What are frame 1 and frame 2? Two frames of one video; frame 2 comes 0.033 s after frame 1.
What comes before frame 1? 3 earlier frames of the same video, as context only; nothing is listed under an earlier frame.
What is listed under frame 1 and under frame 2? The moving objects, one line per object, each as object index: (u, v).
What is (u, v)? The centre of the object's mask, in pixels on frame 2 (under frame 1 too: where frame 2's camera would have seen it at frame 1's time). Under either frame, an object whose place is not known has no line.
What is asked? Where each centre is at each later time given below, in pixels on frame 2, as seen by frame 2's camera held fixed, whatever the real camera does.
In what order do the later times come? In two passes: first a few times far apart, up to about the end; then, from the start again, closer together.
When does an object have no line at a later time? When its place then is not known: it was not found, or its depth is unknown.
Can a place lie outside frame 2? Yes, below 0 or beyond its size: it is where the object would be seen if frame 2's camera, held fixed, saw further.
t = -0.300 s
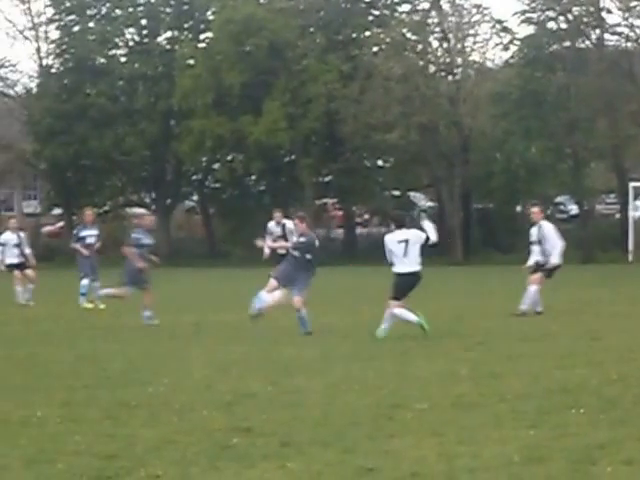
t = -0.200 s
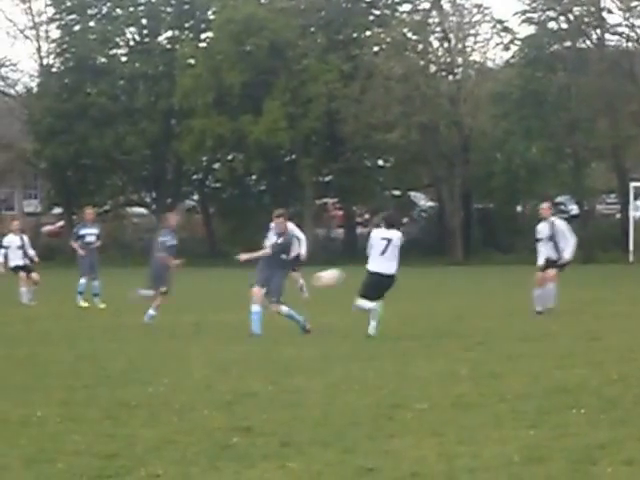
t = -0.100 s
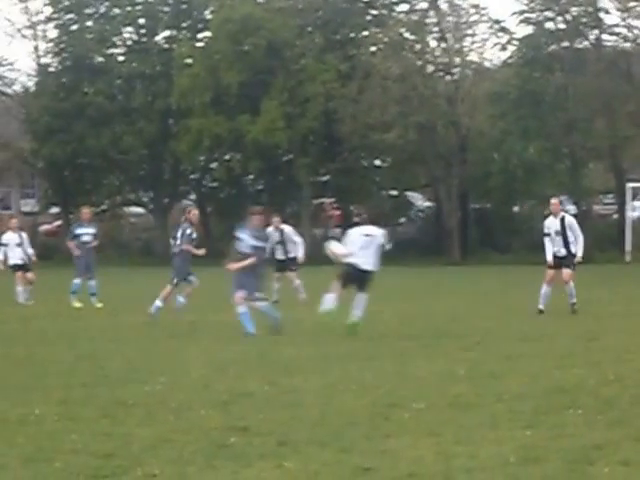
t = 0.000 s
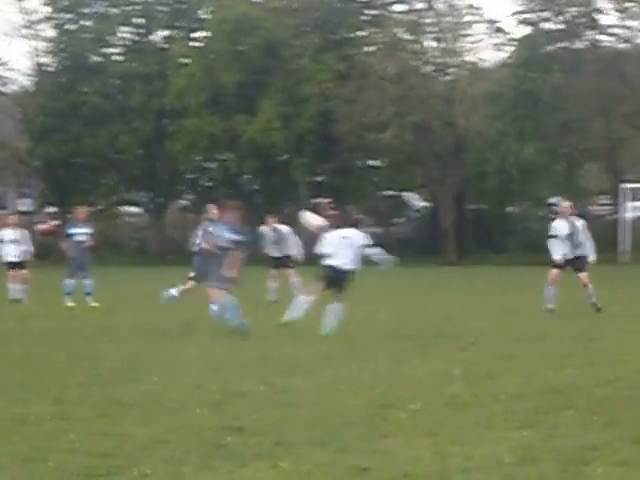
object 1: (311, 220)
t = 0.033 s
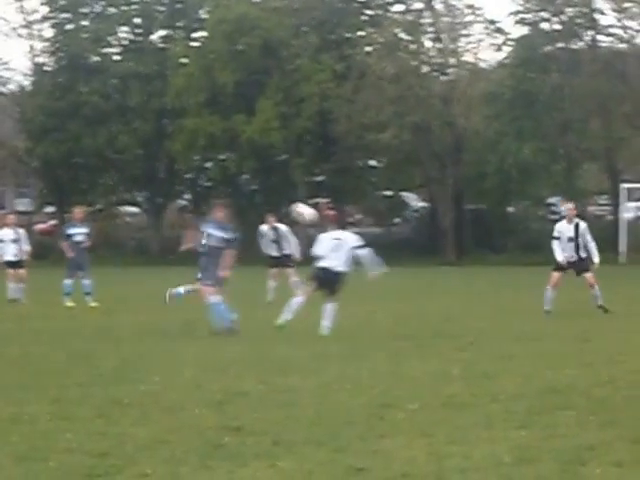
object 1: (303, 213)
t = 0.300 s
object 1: (249, 179)
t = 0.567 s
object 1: (193, 203)
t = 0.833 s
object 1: (137, 292)
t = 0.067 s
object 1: (296, 205)
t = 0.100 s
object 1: (290, 199)
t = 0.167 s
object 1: (277, 189)
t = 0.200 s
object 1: (270, 185)
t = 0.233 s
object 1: (263, 182)
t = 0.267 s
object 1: (256, 180)
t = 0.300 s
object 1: (249, 179)
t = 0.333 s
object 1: (243, 179)
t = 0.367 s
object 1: (236, 179)
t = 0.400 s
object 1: (229, 181)
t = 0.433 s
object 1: (222, 184)
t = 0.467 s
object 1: (215, 187)
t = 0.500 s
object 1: (208, 191)
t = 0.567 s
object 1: (193, 203)
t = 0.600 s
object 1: (188, 212)
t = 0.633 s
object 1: (180, 219)
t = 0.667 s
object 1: (173, 229)
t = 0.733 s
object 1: (159, 251)
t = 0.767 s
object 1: (152, 263)
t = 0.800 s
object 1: (145, 277)
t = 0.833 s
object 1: (137, 292)
